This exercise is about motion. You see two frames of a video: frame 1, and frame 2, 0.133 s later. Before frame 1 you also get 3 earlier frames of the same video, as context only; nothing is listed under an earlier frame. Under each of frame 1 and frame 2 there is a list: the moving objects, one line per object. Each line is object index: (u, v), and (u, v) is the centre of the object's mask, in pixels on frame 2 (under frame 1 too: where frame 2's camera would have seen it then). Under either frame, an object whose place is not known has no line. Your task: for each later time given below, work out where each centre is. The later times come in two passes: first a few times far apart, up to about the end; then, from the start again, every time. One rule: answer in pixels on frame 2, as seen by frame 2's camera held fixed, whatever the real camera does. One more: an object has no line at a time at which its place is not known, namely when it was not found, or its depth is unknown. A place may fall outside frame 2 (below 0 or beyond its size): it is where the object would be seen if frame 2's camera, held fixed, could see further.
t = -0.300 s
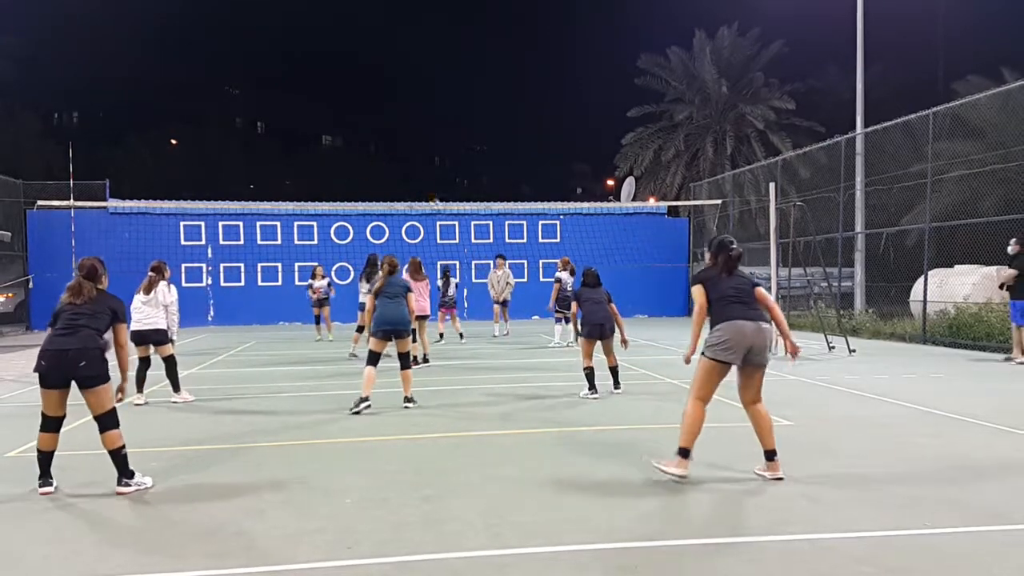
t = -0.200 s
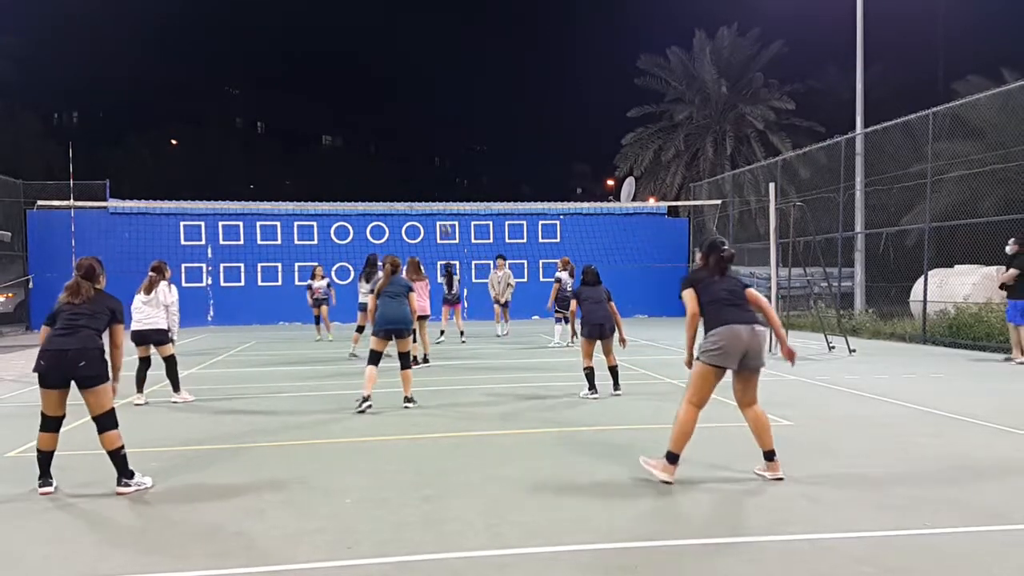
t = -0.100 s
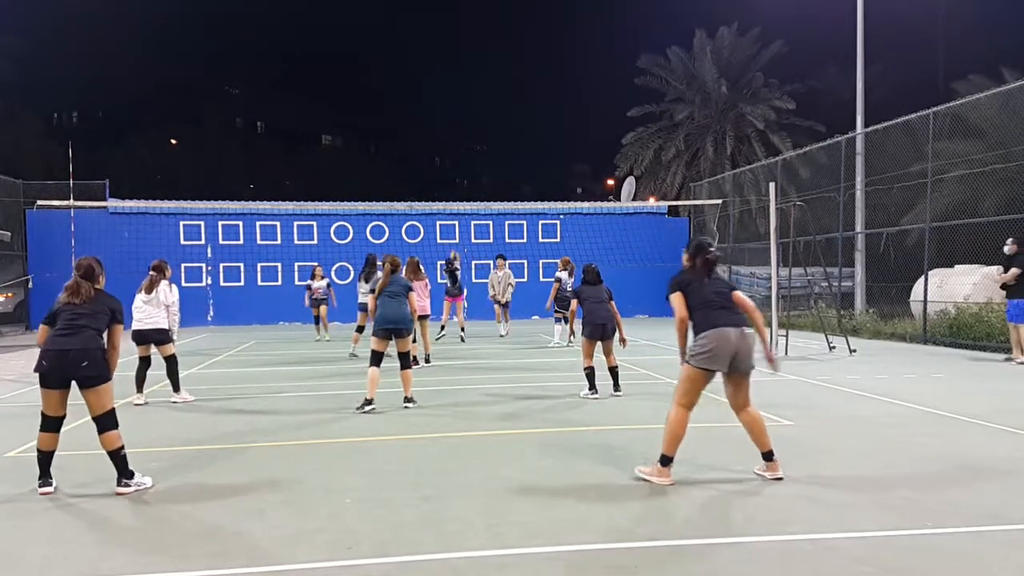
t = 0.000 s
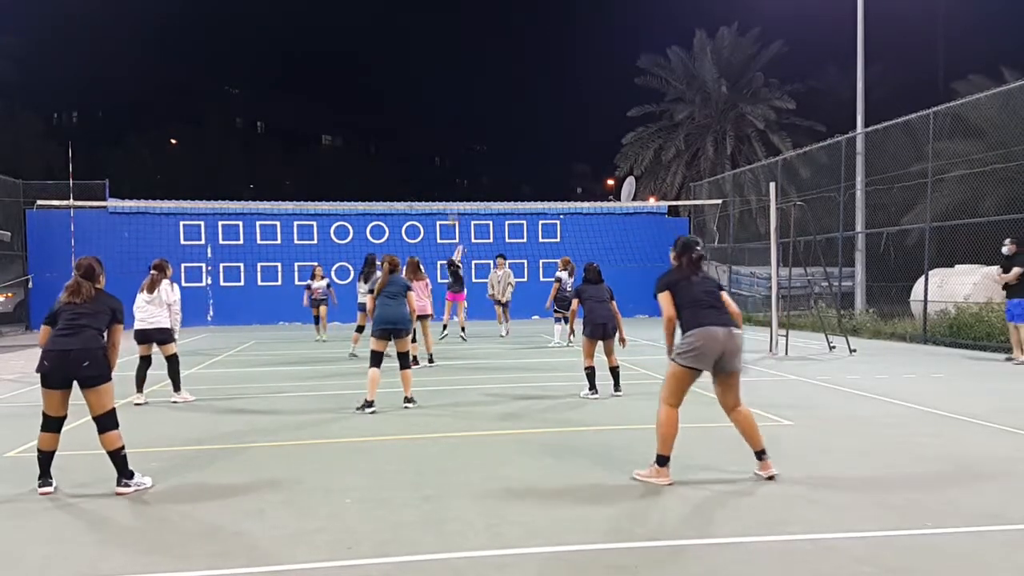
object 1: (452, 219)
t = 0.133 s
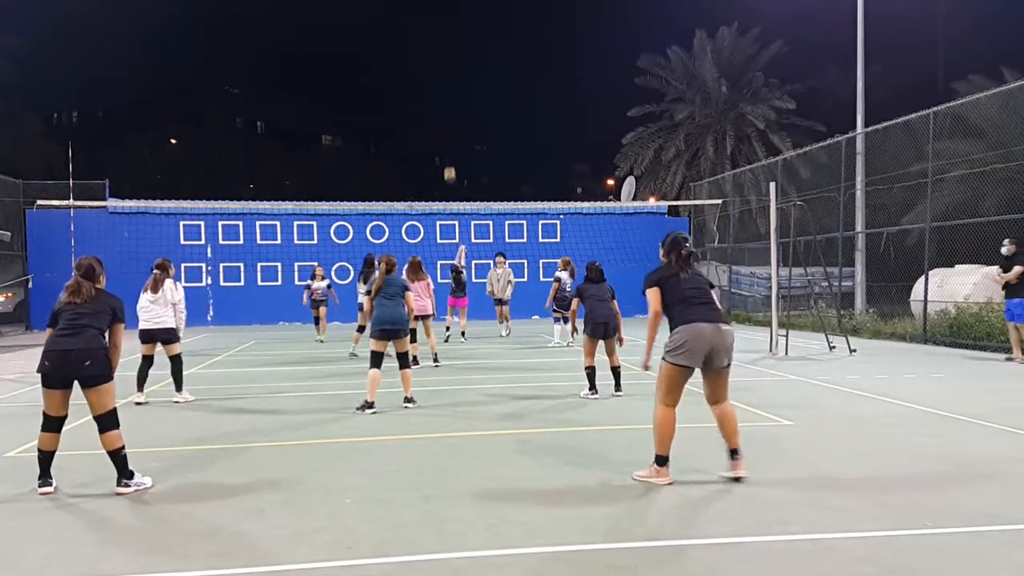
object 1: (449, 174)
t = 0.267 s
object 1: (446, 136)
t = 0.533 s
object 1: (439, 86)
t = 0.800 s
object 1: (433, 74)
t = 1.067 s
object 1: (425, 106)
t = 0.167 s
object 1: (448, 163)
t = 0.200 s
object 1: (448, 153)
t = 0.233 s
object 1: (447, 144)
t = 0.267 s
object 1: (446, 136)
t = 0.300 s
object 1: (446, 128)
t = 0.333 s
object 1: (444, 120)
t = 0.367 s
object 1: (443, 113)
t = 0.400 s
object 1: (443, 106)
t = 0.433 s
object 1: (442, 100)
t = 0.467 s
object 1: (441, 95)
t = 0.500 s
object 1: (440, 90)
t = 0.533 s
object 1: (439, 86)
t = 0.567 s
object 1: (438, 82)
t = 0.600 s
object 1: (438, 79)
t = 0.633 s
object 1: (437, 77)
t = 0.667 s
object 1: (436, 75)
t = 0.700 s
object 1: (435, 73)
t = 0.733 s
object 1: (435, 73)
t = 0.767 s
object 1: (434, 73)
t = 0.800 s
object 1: (433, 74)
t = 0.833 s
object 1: (432, 75)
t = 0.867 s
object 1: (431, 77)
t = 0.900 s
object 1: (430, 80)
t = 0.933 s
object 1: (429, 84)
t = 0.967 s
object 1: (428, 88)
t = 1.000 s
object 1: (427, 93)
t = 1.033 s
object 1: (426, 99)
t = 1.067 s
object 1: (425, 106)
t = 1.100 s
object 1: (424, 113)
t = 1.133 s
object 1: (423, 122)
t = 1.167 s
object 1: (422, 131)
